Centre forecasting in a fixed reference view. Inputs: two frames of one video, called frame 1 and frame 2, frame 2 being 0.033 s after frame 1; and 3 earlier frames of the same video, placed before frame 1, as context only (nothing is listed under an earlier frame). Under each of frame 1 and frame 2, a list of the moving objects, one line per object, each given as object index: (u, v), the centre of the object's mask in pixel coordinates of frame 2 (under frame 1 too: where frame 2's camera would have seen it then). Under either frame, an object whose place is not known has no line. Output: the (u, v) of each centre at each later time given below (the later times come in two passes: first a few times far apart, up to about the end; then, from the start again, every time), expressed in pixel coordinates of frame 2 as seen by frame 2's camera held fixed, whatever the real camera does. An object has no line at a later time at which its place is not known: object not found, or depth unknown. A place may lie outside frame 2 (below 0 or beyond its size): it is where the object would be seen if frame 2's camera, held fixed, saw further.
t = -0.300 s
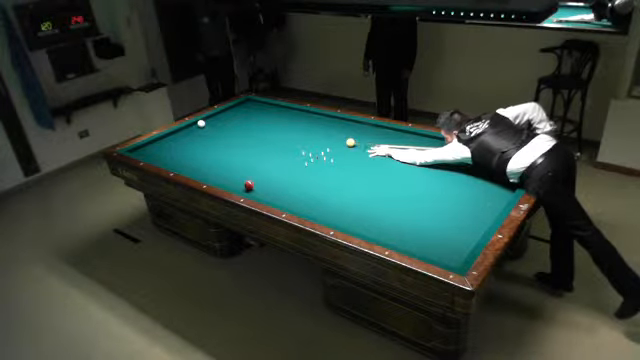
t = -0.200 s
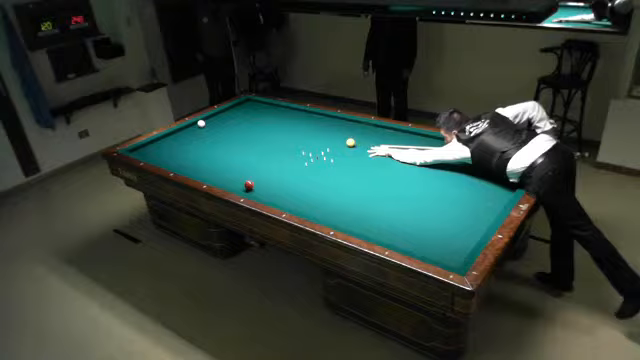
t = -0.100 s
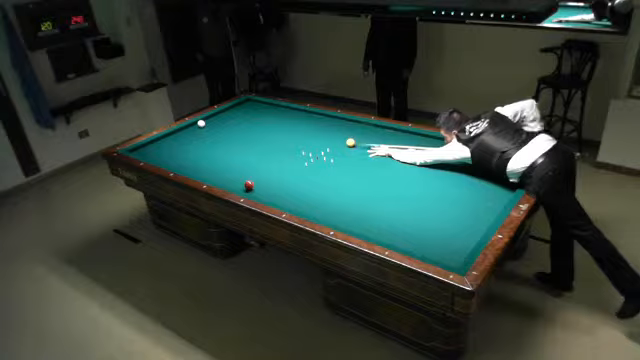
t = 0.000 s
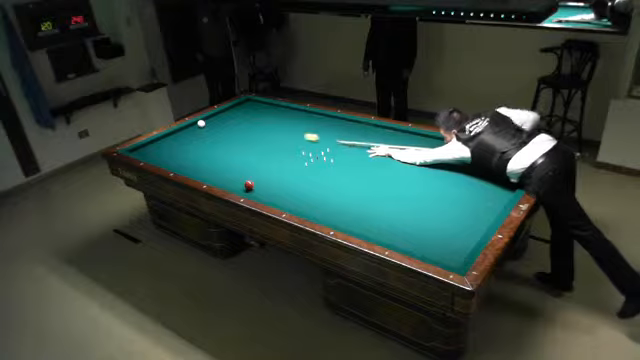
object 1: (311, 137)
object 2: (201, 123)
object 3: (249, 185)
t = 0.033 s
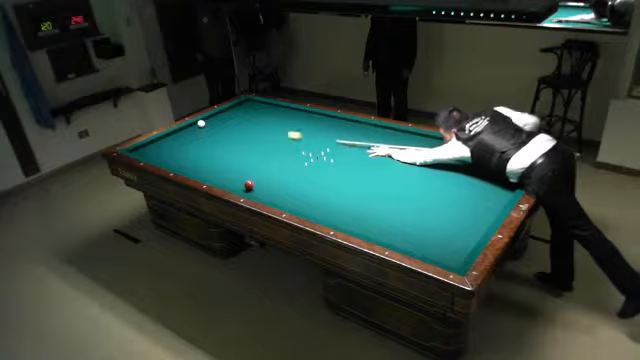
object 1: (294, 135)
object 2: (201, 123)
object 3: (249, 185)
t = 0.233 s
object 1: (202, 124)
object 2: (199, 123)
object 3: (249, 185)
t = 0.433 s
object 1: (182, 141)
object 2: (234, 124)
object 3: (249, 185)
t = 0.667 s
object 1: (161, 158)
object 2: (279, 127)
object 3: (249, 185)
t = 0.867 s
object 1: (188, 151)
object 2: (316, 129)
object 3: (249, 185)
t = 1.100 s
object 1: (212, 144)
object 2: (361, 132)
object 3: (249, 185)
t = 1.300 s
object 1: (231, 138)
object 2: (401, 134)
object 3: (249, 185)
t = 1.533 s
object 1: (251, 132)
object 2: (441, 142)
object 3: (249, 185)
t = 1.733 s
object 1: (269, 126)
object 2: (473, 151)
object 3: (249, 185)
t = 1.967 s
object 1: (288, 121)
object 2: (514, 164)
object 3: (249, 185)
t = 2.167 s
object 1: (303, 117)
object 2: (506, 166)
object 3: (249, 185)
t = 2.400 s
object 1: (313, 115)
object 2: (477, 163)
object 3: (249, 185)
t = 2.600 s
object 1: (310, 118)
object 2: (454, 161)
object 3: (249, 185)
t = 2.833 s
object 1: (306, 122)
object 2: (427, 158)
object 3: (249, 185)
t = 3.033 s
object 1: (303, 125)
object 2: (406, 157)
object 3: (249, 185)
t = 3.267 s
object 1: (299, 129)
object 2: (383, 154)
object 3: (249, 185)
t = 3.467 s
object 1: (295, 134)
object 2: (363, 152)
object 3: (249, 185)
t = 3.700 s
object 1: (291, 137)
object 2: (342, 150)
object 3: (249, 185)
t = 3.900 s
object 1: (287, 141)
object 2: (324, 149)
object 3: (249, 185)
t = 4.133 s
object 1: (283, 145)
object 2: (304, 147)
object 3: (249, 185)
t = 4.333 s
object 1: (279, 149)
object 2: (288, 145)
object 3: (249, 185)
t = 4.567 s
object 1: (275, 153)
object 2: (269, 144)
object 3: (249, 185)
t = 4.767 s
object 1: (272, 157)
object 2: (254, 142)
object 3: (249, 185)
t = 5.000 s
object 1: (268, 161)
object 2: (237, 140)
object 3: (249, 185)
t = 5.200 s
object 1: (264, 165)
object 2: (223, 139)
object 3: (249, 185)
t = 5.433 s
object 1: (260, 170)
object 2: (207, 138)
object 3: (249, 185)
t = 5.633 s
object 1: (257, 173)
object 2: (195, 136)
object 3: (249, 185)
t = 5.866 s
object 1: (253, 176)
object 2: (180, 135)
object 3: (249, 185)
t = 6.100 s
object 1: (249, 179)
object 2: (170, 134)
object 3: (249, 186)
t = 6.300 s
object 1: (247, 180)
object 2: (173, 136)
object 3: (248, 186)
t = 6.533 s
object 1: (242, 182)
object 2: (177, 139)
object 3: (248, 188)
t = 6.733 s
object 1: (240, 183)
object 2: (181, 142)
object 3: (249, 190)
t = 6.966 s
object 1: (237, 184)
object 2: (185, 144)
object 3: (249, 190)
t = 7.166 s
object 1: (235, 185)
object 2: (188, 146)
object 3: (251, 190)
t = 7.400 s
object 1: (233, 185)
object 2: (192, 149)
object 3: (253, 191)
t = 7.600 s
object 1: (233, 185)
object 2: (196, 151)
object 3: (254, 191)
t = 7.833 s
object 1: (233, 185)
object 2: (199, 154)
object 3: (256, 190)
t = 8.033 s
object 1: (234, 184)
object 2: (202, 155)
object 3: (256, 190)
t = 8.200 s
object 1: (233, 184)
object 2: (205, 158)
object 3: (257, 190)
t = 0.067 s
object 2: (201, 123)
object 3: (249, 185)
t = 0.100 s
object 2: (201, 123)
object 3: (249, 185)
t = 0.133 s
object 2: (201, 123)
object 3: (249, 185)
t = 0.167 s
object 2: (201, 123)
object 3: (249, 185)
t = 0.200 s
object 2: (201, 123)
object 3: (249, 185)
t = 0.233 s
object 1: (202, 124)
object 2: (199, 123)
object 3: (249, 185)
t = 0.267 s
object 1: (199, 124)
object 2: (198, 122)
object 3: (249, 185)
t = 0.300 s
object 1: (198, 128)
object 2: (205, 123)
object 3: (249, 185)
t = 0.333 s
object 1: (194, 131)
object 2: (213, 124)
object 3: (249, 185)
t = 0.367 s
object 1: (190, 134)
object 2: (220, 124)
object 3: (249, 185)
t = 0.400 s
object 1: (186, 138)
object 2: (227, 124)
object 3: (249, 185)
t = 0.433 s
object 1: (182, 141)
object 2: (234, 124)
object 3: (249, 185)
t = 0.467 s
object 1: (179, 144)
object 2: (241, 124)
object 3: (249, 185)
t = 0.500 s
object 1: (175, 148)
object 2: (247, 125)
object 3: (249, 185)
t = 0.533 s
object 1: (171, 151)
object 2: (254, 125)
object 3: (249, 185)
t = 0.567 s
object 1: (167, 153)
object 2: (261, 126)
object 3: (249, 185)
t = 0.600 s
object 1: (164, 156)
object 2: (266, 126)
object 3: (249, 185)
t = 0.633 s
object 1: (160, 158)
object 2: (273, 126)
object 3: (249, 185)
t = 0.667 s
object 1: (161, 158)
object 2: (279, 127)
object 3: (249, 185)
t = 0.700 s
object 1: (166, 158)
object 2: (284, 127)
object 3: (249, 185)
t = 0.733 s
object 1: (171, 155)
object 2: (291, 128)
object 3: (249, 185)
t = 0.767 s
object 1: (175, 154)
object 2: (297, 128)
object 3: (249, 185)
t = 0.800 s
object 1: (180, 153)
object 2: (303, 128)
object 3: (249, 185)
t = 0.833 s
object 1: (184, 152)
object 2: (309, 129)
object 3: (249, 185)
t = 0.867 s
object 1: (188, 151)
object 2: (316, 129)
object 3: (249, 185)
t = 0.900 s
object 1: (191, 149)
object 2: (322, 130)
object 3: (249, 185)
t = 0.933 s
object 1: (195, 148)
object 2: (328, 130)
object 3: (249, 185)
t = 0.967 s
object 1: (198, 147)
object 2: (334, 131)
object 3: (249, 185)
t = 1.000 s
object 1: (202, 147)
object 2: (341, 131)
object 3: (249, 185)
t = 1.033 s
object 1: (205, 146)
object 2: (348, 131)
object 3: (249, 185)
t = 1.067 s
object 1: (209, 145)
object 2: (354, 131)
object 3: (249, 185)
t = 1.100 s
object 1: (212, 144)
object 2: (361, 132)
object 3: (249, 185)
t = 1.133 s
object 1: (215, 143)
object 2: (367, 132)
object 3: (249, 185)
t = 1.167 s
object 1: (218, 142)
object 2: (374, 132)
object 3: (249, 185)
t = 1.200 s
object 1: (221, 141)
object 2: (381, 133)
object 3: (249, 185)
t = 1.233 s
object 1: (225, 140)
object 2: (388, 133)
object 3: (249, 185)
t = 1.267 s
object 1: (228, 139)
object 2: (394, 133)
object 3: (249, 185)
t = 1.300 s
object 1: (231, 138)
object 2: (401, 134)
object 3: (249, 185)
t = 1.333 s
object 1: (234, 137)
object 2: (408, 134)
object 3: (249, 185)
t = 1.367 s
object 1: (237, 136)
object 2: (416, 134)
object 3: (249, 185)
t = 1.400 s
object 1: (240, 135)
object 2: (422, 135)
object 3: (249, 185)
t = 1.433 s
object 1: (243, 134)
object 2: (427, 135)
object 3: (249, 185)
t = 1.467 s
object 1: (246, 133)
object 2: (432, 139)
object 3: (249, 185)
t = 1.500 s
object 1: (249, 133)
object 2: (436, 140)
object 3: (249, 185)
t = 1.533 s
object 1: (251, 132)
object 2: (441, 142)
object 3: (249, 185)
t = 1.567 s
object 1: (254, 132)
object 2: (446, 143)
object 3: (249, 185)
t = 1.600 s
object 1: (255, 131)
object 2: (451, 145)
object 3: (249, 185)
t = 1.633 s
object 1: (260, 129)
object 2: (457, 147)
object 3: (249, 185)
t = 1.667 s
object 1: (264, 128)
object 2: (462, 148)
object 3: (249, 185)
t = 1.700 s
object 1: (266, 128)
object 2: (467, 150)
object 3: (249, 185)
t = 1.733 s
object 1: (269, 126)
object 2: (473, 151)
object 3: (249, 185)
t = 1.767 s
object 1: (272, 126)
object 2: (478, 153)
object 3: (249, 185)
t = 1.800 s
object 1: (274, 125)
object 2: (484, 154)
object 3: (249, 185)
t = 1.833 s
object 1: (277, 124)
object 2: (490, 157)
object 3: (249, 185)
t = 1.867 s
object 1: (280, 123)
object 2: (496, 159)
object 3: (249, 185)
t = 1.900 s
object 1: (283, 123)
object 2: (501, 160)
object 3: (249, 185)
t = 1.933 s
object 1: (285, 122)
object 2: (508, 162)
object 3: (249, 185)
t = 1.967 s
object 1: (288, 121)
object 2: (514, 164)
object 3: (249, 185)
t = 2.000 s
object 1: (291, 121)
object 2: (520, 166)
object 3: (249, 185)
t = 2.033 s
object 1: (293, 120)
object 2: (526, 168)
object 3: (249, 185)
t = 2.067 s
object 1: (296, 119)
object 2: (523, 168)
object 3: (249, 185)
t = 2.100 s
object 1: (298, 118)
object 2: (517, 167)
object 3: (249, 185)
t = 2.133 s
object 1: (301, 118)
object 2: (511, 167)
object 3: (249, 185)
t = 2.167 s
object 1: (303, 117)
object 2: (506, 166)
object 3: (249, 185)
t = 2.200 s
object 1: (306, 116)
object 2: (501, 165)
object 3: (249, 185)
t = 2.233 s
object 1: (308, 115)
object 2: (497, 165)
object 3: (249, 185)
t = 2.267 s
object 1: (311, 115)
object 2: (493, 165)
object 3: (249, 185)
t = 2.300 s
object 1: (314, 114)
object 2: (489, 164)
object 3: (249, 185)
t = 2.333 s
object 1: (315, 114)
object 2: (485, 164)
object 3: (249, 185)
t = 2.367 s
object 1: (314, 114)
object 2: (481, 164)
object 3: (249, 185)
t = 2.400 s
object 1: (313, 115)
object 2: (477, 163)
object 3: (249, 185)
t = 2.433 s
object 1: (313, 115)
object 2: (473, 163)
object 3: (249, 185)
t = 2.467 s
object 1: (312, 116)
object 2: (469, 163)
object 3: (249, 185)
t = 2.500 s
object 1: (312, 116)
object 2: (465, 162)
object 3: (249, 185)
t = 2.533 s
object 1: (311, 117)
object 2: (461, 162)
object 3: (249, 185)
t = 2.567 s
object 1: (311, 117)
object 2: (457, 161)
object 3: (249, 185)
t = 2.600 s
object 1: (310, 118)
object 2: (454, 161)
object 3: (249, 185)
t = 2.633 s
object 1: (310, 118)
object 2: (450, 161)
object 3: (249, 185)
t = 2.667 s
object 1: (309, 119)
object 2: (446, 160)
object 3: (249, 185)
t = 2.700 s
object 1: (308, 120)
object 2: (442, 160)
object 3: (249, 185)
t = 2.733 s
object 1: (308, 121)
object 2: (439, 160)
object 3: (249, 185)
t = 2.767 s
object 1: (307, 121)
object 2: (435, 159)
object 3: (249, 185)
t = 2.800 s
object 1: (307, 122)
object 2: (431, 159)
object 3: (249, 185)
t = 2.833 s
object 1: (306, 122)
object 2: (427, 158)
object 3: (249, 185)
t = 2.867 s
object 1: (306, 123)
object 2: (424, 158)
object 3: (249, 185)
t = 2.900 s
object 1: (305, 124)
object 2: (421, 158)
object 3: (249, 185)
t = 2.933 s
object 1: (304, 124)
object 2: (417, 158)
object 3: (249, 185)
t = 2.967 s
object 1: (304, 124)
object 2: (413, 157)
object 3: (249, 185)
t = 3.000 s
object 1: (303, 125)
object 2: (410, 157)
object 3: (249, 185)
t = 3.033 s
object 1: (303, 125)
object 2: (406, 157)
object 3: (249, 185)
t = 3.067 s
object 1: (302, 126)
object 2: (403, 156)
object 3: (249, 185)
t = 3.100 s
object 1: (302, 126)
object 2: (400, 156)
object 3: (249, 185)
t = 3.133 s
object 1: (302, 127)
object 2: (396, 155)
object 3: (249, 185)
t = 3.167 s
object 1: (301, 128)
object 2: (393, 155)
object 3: (249, 185)
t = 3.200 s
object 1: (300, 128)
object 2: (389, 155)
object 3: (249, 185)
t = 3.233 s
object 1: (299, 129)
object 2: (386, 154)
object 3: (249, 185)
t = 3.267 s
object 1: (299, 129)
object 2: (383, 154)
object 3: (249, 185)
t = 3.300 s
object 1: (298, 130)
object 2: (379, 154)
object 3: (249, 185)
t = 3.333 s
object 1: (297, 131)
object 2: (376, 153)
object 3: (249, 185)
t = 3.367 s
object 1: (297, 132)
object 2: (373, 153)
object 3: (249, 185)
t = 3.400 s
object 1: (296, 132)
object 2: (370, 153)
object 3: (249, 185)
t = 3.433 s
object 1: (295, 133)
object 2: (367, 153)
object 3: (249, 185)
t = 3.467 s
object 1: (295, 134)
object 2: (363, 152)
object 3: (249, 185)
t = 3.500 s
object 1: (294, 134)
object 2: (360, 152)
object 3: (249, 185)
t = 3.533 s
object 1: (294, 135)
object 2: (357, 152)
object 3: (249, 185)
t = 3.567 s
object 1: (294, 135)
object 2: (354, 151)
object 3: (249, 185)
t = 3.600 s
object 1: (293, 136)
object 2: (351, 151)
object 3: (249, 185)
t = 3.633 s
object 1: (292, 136)
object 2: (348, 151)
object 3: (249, 185)
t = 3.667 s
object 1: (292, 137)
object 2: (344, 150)
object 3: (249, 185)
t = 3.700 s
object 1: (291, 137)
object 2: (342, 150)
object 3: (249, 185)
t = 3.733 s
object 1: (290, 138)
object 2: (339, 150)
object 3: (249, 185)
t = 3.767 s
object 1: (290, 138)
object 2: (335, 150)
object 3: (249, 185)
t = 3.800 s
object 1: (289, 139)
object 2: (332, 150)
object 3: (249, 185)
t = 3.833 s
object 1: (288, 140)
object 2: (330, 149)
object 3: (249, 185)
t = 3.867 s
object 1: (288, 141)
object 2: (327, 149)
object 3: (249, 185)
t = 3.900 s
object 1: (287, 141)
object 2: (324, 149)
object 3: (249, 185)
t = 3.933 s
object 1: (287, 142)
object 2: (322, 149)
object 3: (249, 185)
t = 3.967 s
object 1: (286, 142)
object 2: (319, 148)
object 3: (249, 185)
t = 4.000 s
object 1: (285, 143)
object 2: (315, 148)
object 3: (249, 185)
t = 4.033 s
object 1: (285, 144)
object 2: (312, 148)
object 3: (249, 185)
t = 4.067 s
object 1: (284, 144)
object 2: (309, 147)
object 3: (249, 185)
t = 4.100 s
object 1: (284, 145)
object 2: (306, 147)
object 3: (249, 185)
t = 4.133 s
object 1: (283, 145)
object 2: (304, 147)
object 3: (249, 185)
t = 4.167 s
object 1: (283, 146)
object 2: (301, 146)
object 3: (249, 185)
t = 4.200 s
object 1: (282, 147)
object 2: (298, 146)
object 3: (249, 185)
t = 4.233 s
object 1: (281, 147)
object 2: (295, 146)
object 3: (249, 185)
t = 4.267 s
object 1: (281, 148)
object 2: (293, 146)
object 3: (249, 185)
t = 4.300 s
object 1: (280, 148)
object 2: (290, 145)
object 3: (249, 185)
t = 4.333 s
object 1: (279, 149)
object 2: (288, 145)
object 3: (249, 185)
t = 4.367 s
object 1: (279, 150)
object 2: (286, 145)
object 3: (249, 185)
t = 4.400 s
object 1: (278, 150)
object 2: (283, 144)
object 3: (249, 185)
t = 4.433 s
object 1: (278, 151)
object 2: (280, 144)
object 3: (249, 185)
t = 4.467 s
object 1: (277, 152)
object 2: (277, 143)
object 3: (249, 185)
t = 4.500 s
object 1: (277, 152)
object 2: (274, 144)
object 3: (249, 185)
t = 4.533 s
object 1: (276, 153)
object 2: (272, 144)
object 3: (249, 185)
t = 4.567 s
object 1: (275, 153)
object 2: (269, 144)
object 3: (249, 185)
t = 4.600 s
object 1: (275, 154)
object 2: (267, 143)
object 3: (249, 185)
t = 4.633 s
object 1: (274, 155)
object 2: (264, 143)
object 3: (249, 185)
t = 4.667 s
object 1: (274, 155)
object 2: (261, 143)
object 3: (249, 185)
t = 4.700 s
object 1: (273, 156)
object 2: (260, 143)
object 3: (249, 185)
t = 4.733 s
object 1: (272, 157)
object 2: (257, 142)
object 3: (249, 185)
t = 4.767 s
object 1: (272, 157)
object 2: (254, 142)
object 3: (249, 185)
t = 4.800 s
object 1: (271, 158)
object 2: (251, 142)
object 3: (249, 185)
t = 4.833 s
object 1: (271, 158)
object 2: (249, 142)
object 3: (249, 185)
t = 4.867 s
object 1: (270, 159)
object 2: (247, 141)
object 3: (249, 185)
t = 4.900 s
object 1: (270, 159)
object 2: (244, 141)
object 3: (249, 185)
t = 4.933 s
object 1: (269, 160)
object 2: (242, 141)
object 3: (249, 185)
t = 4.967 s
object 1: (268, 161)
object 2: (240, 141)
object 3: (249, 185)
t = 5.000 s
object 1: (268, 161)
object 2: (237, 140)
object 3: (249, 185)
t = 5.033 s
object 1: (267, 162)
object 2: (235, 140)
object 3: (249, 185)
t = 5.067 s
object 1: (267, 163)
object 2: (232, 140)
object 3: (249, 185)
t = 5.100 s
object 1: (266, 163)
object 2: (230, 140)
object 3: (249, 185)
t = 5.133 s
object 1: (265, 164)
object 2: (228, 140)
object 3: (249, 185)
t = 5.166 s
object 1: (265, 164)
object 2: (226, 139)
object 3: (249, 185)
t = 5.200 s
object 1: (264, 165)
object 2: (223, 139)
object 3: (249, 185)
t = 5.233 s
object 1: (264, 165)
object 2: (221, 139)
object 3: (249, 185)
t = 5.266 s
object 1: (263, 166)
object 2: (219, 139)
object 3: (249, 185)
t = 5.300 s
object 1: (263, 167)
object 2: (217, 139)
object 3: (249, 185)
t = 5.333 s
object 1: (262, 168)
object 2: (214, 138)
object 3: (249, 185)
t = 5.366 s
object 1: (262, 168)
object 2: (212, 138)
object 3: (249, 185)
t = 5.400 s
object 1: (261, 169)
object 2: (210, 138)
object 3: (249, 185)
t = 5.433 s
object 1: (260, 170)
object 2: (207, 138)
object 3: (249, 185)
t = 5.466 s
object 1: (260, 170)
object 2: (205, 137)
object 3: (249, 185)
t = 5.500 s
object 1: (259, 170)
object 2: (203, 137)
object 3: (249, 185)
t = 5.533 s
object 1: (259, 171)
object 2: (201, 137)
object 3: (249, 185)
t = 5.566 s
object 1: (258, 172)
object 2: (199, 137)
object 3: (249, 185)
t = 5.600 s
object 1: (257, 172)
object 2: (197, 136)
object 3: (249, 185)
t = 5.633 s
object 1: (257, 173)
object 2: (195, 136)
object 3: (249, 185)
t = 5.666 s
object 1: (256, 173)
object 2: (193, 136)
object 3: (249, 185)
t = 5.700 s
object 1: (256, 174)
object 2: (191, 136)
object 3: (249, 185)
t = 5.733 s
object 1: (255, 174)
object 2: (189, 136)
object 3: (249, 185)
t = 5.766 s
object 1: (255, 175)
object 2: (187, 136)
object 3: (249, 185)
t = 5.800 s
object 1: (254, 175)
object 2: (184, 135)
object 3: (249, 185)
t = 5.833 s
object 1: (253, 176)
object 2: (182, 135)
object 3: (249, 185)
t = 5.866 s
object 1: (253, 176)
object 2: (180, 135)
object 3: (249, 185)
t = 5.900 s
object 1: (252, 176)
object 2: (178, 135)
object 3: (249, 185)
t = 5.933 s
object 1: (252, 177)
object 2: (177, 135)
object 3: (249, 185)
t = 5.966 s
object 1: (251, 177)
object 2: (174, 134)
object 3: (249, 185)
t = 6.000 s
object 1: (250, 178)
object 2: (172, 134)
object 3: (249, 185)
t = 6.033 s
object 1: (250, 178)
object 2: (170, 134)
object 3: (249, 185)
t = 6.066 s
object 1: (249, 179)
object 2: (170, 134)
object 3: (249, 186)
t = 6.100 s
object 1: (249, 179)
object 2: (170, 134)
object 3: (249, 186)
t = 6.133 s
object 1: (249, 179)
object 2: (171, 135)
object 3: (249, 186)
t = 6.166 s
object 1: (249, 179)
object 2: (171, 135)
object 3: (248, 186)
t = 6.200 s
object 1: (248, 179)
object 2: (172, 135)
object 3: (248, 186)
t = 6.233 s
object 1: (247, 179)
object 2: (172, 136)
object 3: (248, 186)
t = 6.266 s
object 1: (247, 180)
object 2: (173, 136)
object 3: (248, 186)
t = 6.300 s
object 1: (247, 180)
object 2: (173, 136)
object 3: (248, 186)
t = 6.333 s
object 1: (245, 180)
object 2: (174, 137)
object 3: (248, 187)
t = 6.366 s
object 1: (245, 180)
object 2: (174, 137)
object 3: (248, 187)
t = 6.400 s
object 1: (245, 180)
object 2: (175, 137)
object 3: (247, 187)
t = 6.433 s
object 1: (243, 181)
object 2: (176, 138)
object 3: (248, 188)
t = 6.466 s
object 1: (243, 181)
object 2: (176, 138)
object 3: (248, 188)
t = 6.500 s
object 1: (243, 181)
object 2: (177, 139)
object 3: (248, 188)
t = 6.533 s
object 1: (242, 182)
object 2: (177, 139)
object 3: (248, 188)
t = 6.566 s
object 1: (242, 182)
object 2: (178, 140)
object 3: (248, 188)
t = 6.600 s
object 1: (241, 182)
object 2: (178, 140)
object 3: (248, 189)
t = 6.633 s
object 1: (240, 182)
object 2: (179, 140)
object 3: (248, 189)
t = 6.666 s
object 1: (240, 183)
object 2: (180, 141)
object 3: (248, 189)
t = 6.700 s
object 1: (240, 183)
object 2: (180, 141)
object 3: (248, 189)
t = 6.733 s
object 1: (240, 183)
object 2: (181, 142)
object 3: (249, 190)
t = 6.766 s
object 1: (239, 183)
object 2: (182, 142)
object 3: (248, 190)
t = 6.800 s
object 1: (239, 184)
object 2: (182, 142)
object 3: (248, 190)
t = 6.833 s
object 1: (239, 184)
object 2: (183, 143)
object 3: (248, 190)
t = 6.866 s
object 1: (239, 184)
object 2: (183, 143)
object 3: (248, 190)
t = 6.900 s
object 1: (237, 184)
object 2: (184, 143)
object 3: (249, 190)
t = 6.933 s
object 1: (237, 184)
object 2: (184, 143)
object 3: (250, 190)
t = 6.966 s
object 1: (237, 184)
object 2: (185, 144)
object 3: (249, 190)
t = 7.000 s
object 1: (237, 184)
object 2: (185, 144)
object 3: (249, 190)
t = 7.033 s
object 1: (236, 185)
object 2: (186, 145)
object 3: (250, 190)
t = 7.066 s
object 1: (236, 184)
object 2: (186, 145)
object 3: (250, 190)
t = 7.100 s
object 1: (236, 184)
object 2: (187, 146)
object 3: (250, 190)
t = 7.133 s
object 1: (235, 185)
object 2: (188, 146)
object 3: (251, 190)
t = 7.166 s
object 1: (235, 185)
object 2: (188, 146)
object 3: (251, 190)
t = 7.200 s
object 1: (234, 185)
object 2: (189, 146)
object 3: (251, 190)
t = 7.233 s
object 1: (234, 185)
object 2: (189, 147)
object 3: (251, 191)
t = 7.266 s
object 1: (234, 185)
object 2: (190, 148)
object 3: (252, 191)
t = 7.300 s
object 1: (234, 185)
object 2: (190, 148)
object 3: (252, 191)
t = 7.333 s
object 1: (233, 185)
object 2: (191, 148)
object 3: (252, 191)
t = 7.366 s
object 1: (233, 185)
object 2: (191, 149)
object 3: (252, 191)
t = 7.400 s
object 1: (233, 185)
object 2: (192, 149)
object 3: (253, 191)
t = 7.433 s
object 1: (233, 185)
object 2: (192, 149)
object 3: (253, 191)
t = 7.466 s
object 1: (233, 185)
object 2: (193, 149)
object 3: (253, 191)
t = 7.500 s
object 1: (233, 185)
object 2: (194, 150)
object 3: (253, 191)
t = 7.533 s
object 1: (233, 185)
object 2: (194, 150)
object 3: (253, 191)
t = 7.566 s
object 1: (233, 185)
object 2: (195, 151)
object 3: (254, 191)
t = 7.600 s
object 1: (233, 185)
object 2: (196, 151)
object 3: (254, 191)
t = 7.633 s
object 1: (233, 185)
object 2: (196, 151)
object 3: (254, 191)
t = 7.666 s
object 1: (233, 185)
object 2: (197, 152)
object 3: (254, 191)
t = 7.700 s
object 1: (233, 185)
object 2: (197, 152)
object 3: (254, 191)
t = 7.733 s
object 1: (233, 185)
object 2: (198, 152)
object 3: (255, 191)
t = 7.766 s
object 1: (233, 185)
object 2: (198, 153)
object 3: (255, 191)
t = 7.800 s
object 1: (233, 185)
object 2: (199, 153)
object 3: (255, 190)
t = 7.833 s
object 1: (233, 185)
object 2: (199, 154)
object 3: (256, 190)
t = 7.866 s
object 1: (233, 185)
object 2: (200, 154)
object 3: (256, 190)
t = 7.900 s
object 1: (233, 185)
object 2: (200, 154)
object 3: (256, 190)
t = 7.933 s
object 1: (233, 185)
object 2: (201, 154)
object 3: (256, 190)
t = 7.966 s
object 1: (233, 185)
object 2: (202, 155)
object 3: (256, 190)
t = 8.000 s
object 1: (234, 185)
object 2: (202, 155)
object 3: (256, 190)
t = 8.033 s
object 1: (234, 184)
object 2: (202, 155)
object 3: (256, 190)
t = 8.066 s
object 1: (234, 184)
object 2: (204, 156)
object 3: (256, 190)
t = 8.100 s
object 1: (234, 184)
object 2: (204, 156)
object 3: (256, 190)
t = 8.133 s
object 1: (234, 184)
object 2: (204, 157)
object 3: (256, 190)
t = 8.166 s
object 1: (234, 184)
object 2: (205, 157)
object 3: (256, 190)
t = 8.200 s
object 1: (233, 184)
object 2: (205, 158)
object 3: (257, 190)
